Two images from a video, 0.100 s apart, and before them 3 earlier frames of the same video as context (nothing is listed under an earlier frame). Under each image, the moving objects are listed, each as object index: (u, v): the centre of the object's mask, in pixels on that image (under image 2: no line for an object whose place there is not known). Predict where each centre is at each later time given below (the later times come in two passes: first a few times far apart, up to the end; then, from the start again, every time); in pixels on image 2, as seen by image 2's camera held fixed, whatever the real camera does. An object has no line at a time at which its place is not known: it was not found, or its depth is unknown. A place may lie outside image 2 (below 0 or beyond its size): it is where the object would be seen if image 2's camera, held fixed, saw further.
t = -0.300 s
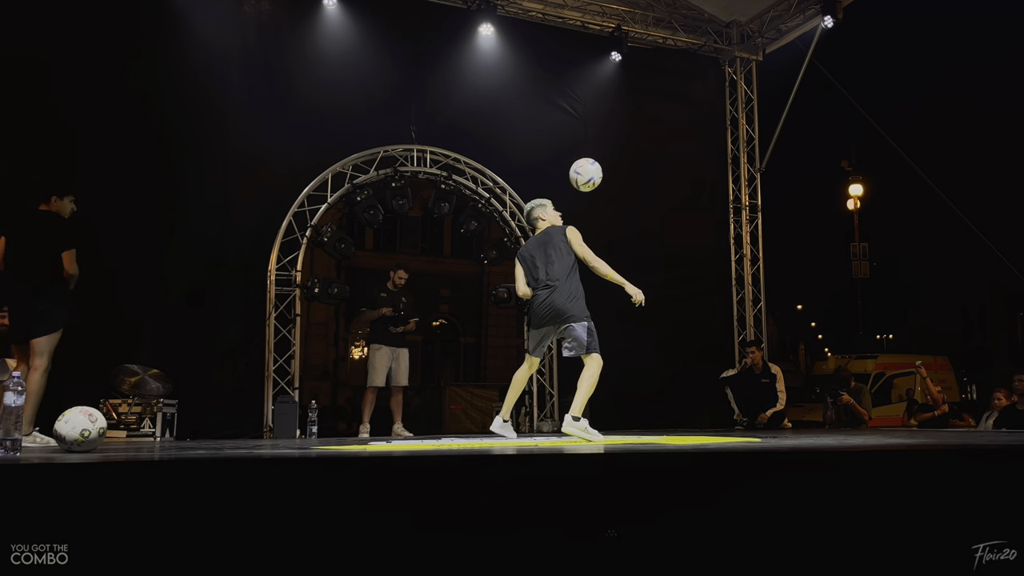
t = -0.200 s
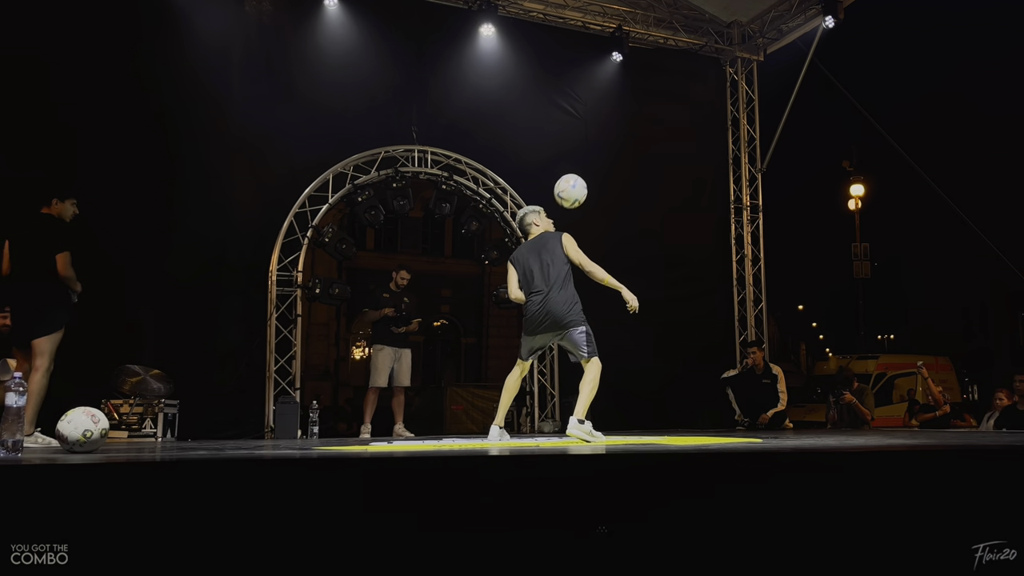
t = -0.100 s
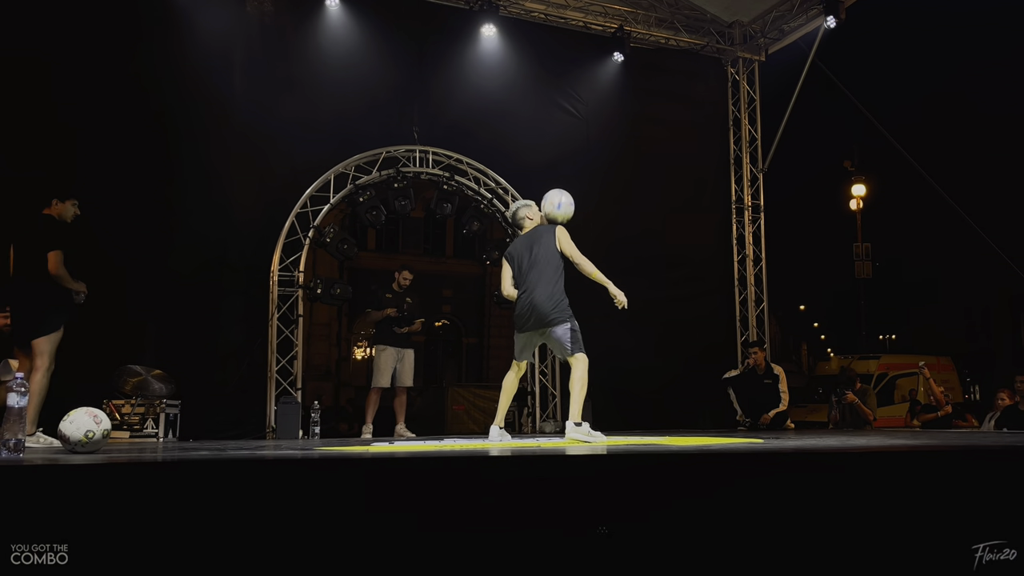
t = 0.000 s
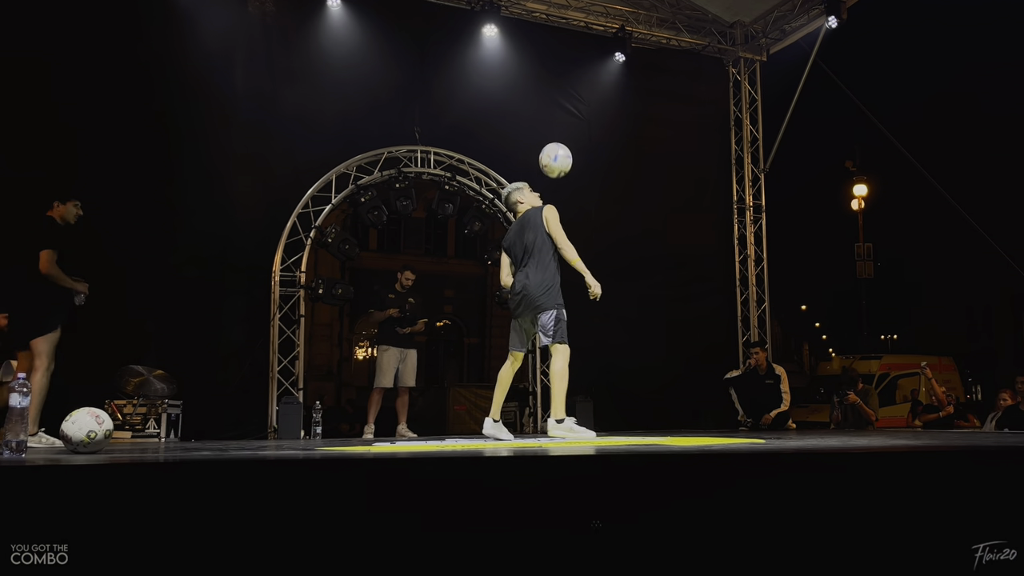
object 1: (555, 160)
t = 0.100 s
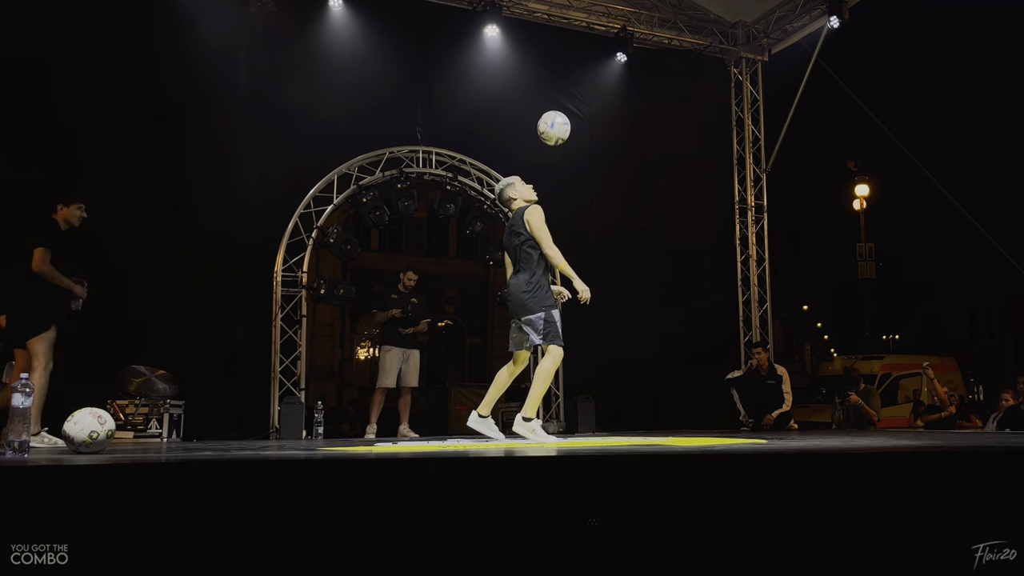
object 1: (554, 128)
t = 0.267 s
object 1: (549, 105)
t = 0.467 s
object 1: (542, 131)
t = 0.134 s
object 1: (553, 120)
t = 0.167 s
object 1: (552, 114)
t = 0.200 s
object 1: (551, 110)
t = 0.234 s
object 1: (550, 107)
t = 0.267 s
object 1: (549, 105)
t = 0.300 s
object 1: (547, 106)
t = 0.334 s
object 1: (546, 107)
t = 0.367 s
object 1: (545, 111)
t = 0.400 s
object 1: (544, 116)
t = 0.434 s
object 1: (543, 122)
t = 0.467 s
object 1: (542, 131)
